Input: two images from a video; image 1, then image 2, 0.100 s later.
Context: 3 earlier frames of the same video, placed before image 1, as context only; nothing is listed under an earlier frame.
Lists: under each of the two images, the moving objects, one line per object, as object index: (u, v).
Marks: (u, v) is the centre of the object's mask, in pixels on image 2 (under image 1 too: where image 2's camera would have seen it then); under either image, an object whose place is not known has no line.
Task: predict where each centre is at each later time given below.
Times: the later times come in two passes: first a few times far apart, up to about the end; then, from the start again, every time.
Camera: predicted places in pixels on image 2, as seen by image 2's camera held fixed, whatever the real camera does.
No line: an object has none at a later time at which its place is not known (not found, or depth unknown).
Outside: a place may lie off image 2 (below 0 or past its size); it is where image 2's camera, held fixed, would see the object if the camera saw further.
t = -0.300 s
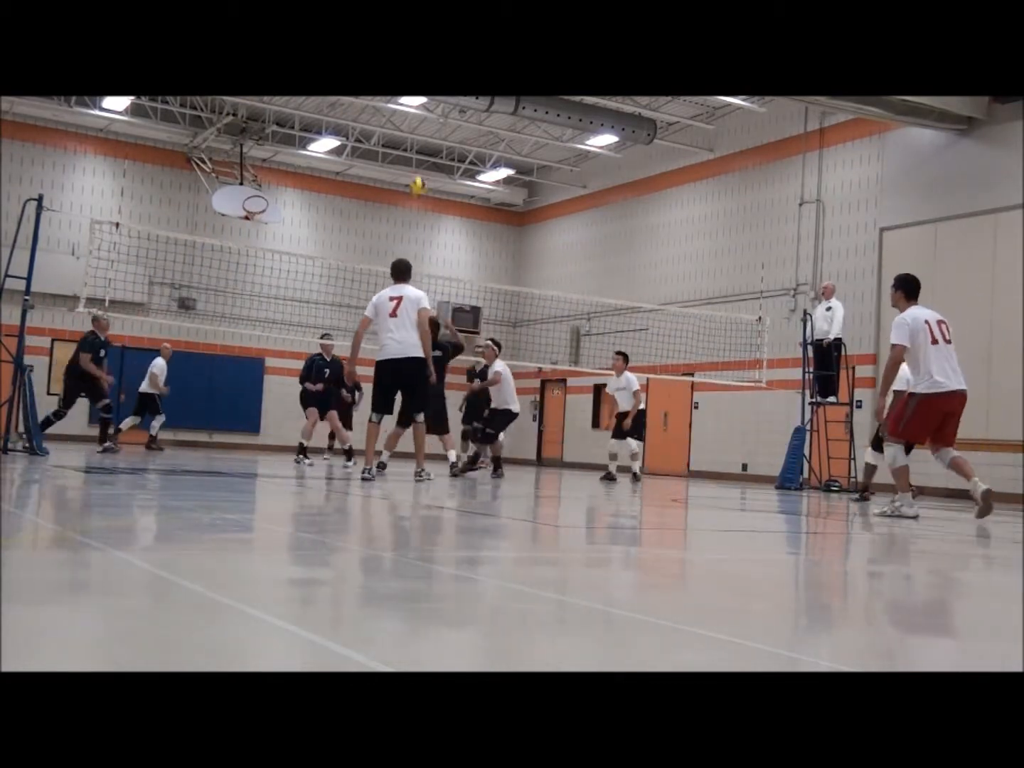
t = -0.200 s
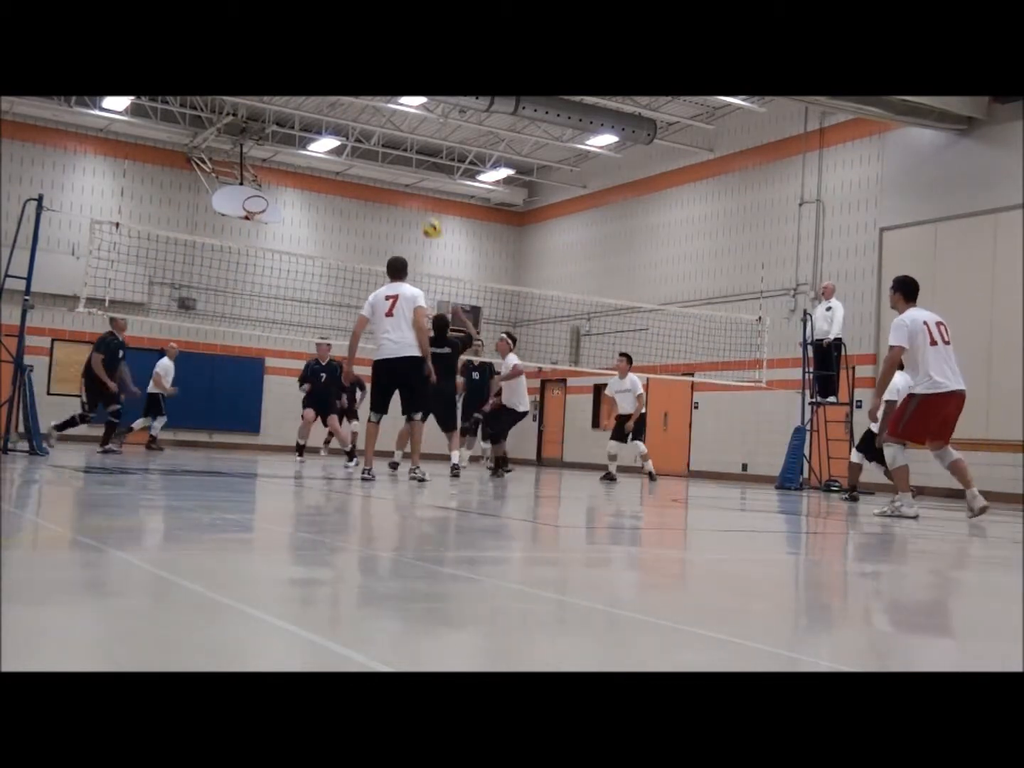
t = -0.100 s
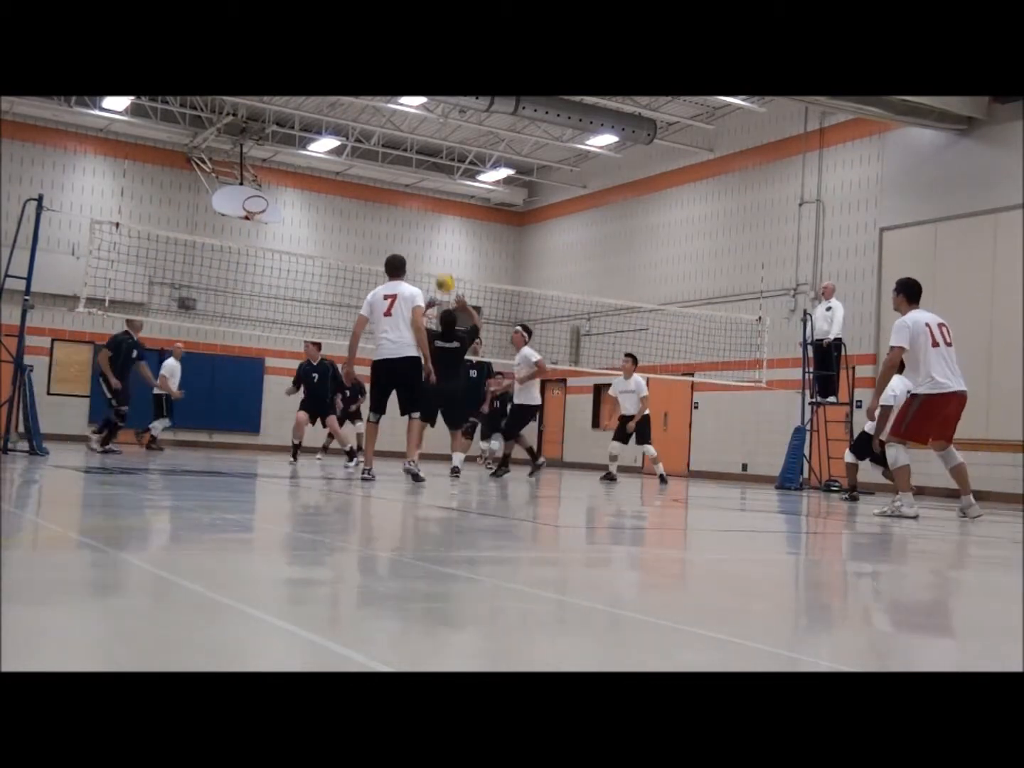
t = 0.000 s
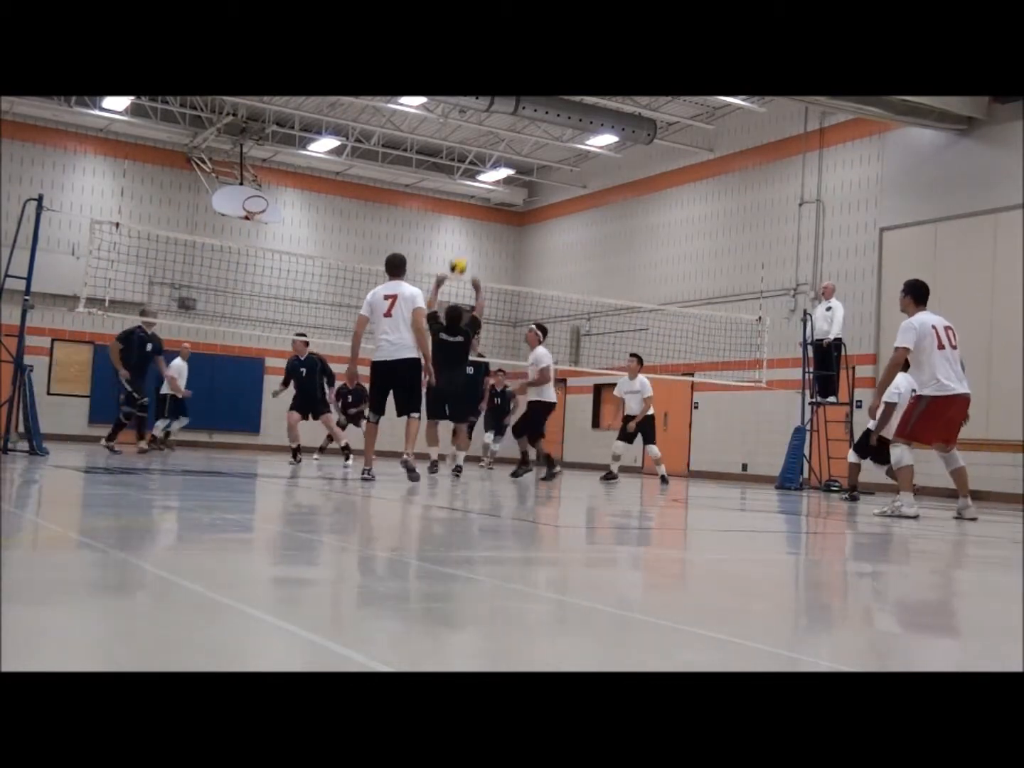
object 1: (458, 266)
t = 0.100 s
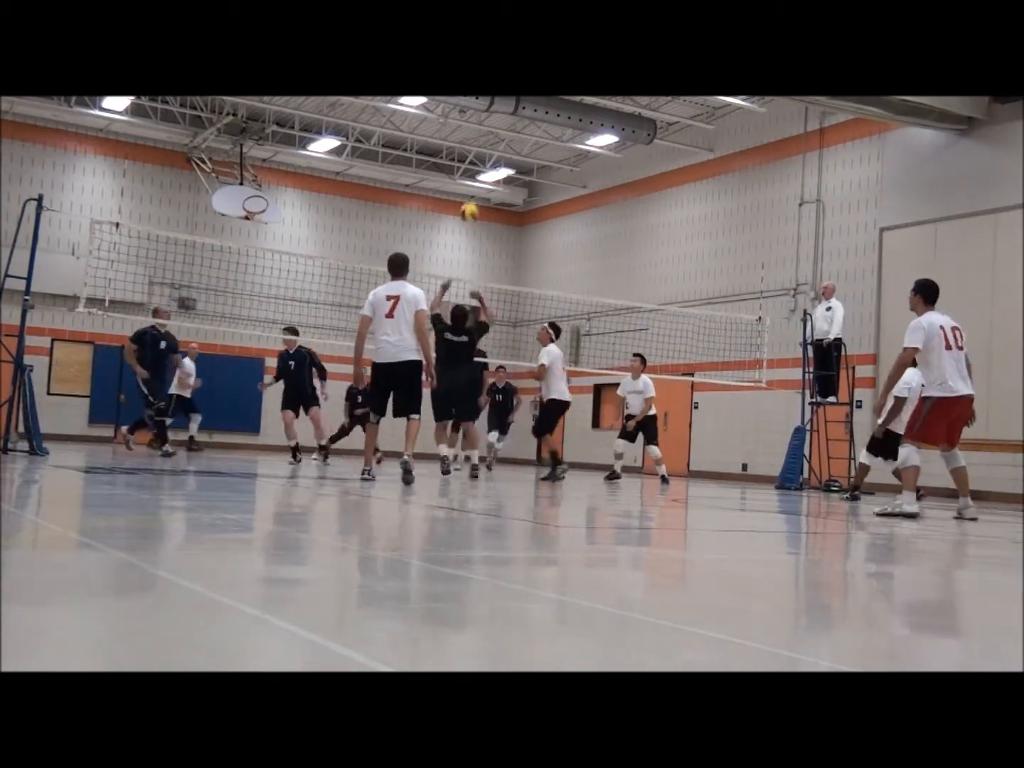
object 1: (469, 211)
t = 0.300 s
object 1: (490, 137)
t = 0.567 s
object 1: (511, 99)
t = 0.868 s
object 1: (533, 117)
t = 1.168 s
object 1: (551, 208)
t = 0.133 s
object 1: (472, 197)
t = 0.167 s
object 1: (475, 183)
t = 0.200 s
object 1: (480, 168)
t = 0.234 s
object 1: (483, 157)
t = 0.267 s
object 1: (486, 146)
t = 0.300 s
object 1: (490, 137)
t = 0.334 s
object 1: (493, 128)
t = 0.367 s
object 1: (496, 122)
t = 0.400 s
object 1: (499, 115)
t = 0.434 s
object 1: (502, 109)
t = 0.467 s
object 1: (503, 104)
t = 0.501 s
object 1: (507, 103)
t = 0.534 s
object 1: (508, 100)
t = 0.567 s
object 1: (511, 99)
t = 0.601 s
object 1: (513, 99)
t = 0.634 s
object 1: (518, 99)
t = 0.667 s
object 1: (520, 99)
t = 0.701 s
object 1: (521, 99)
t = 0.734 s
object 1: (524, 101)
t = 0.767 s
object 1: (527, 103)
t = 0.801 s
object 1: (530, 106)
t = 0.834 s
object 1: (531, 111)
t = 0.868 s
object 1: (533, 117)
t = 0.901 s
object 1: (535, 124)
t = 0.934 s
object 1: (537, 130)
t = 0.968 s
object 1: (539, 140)
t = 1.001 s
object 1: (541, 150)
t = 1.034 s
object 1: (543, 161)
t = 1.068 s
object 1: (545, 170)
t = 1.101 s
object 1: (547, 182)
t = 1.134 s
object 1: (549, 194)
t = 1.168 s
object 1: (551, 208)
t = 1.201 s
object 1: (552, 221)
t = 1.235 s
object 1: (553, 237)
